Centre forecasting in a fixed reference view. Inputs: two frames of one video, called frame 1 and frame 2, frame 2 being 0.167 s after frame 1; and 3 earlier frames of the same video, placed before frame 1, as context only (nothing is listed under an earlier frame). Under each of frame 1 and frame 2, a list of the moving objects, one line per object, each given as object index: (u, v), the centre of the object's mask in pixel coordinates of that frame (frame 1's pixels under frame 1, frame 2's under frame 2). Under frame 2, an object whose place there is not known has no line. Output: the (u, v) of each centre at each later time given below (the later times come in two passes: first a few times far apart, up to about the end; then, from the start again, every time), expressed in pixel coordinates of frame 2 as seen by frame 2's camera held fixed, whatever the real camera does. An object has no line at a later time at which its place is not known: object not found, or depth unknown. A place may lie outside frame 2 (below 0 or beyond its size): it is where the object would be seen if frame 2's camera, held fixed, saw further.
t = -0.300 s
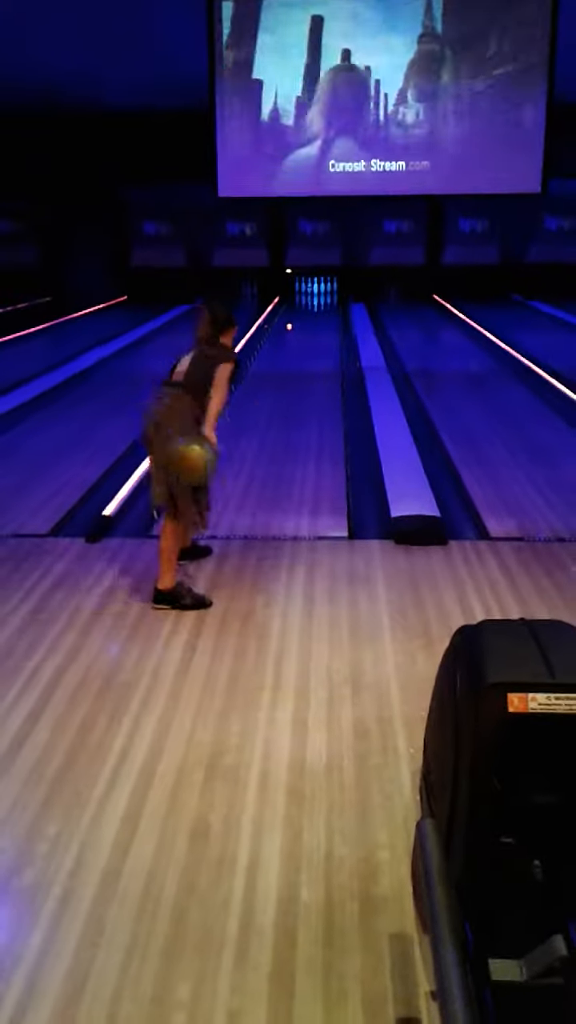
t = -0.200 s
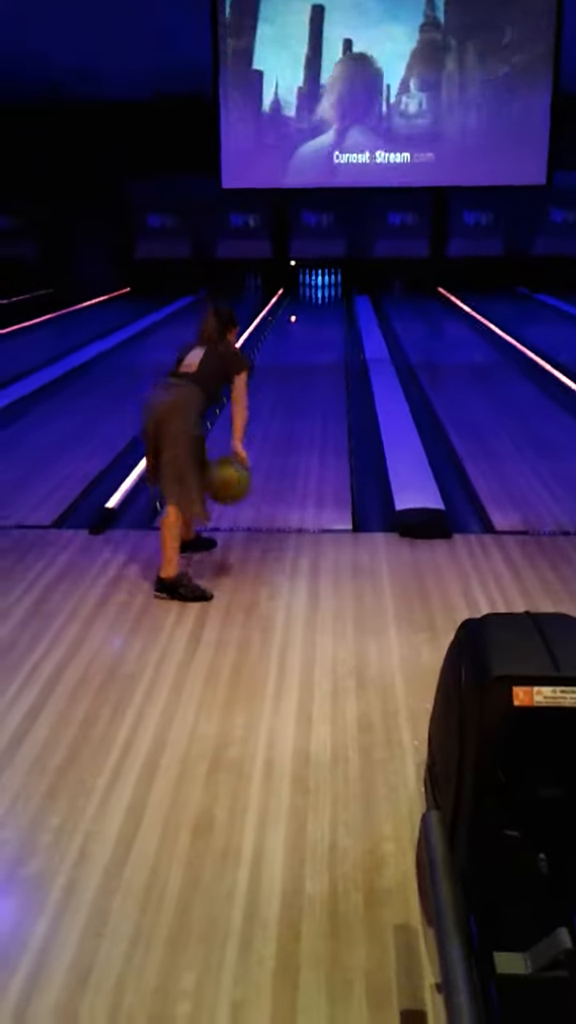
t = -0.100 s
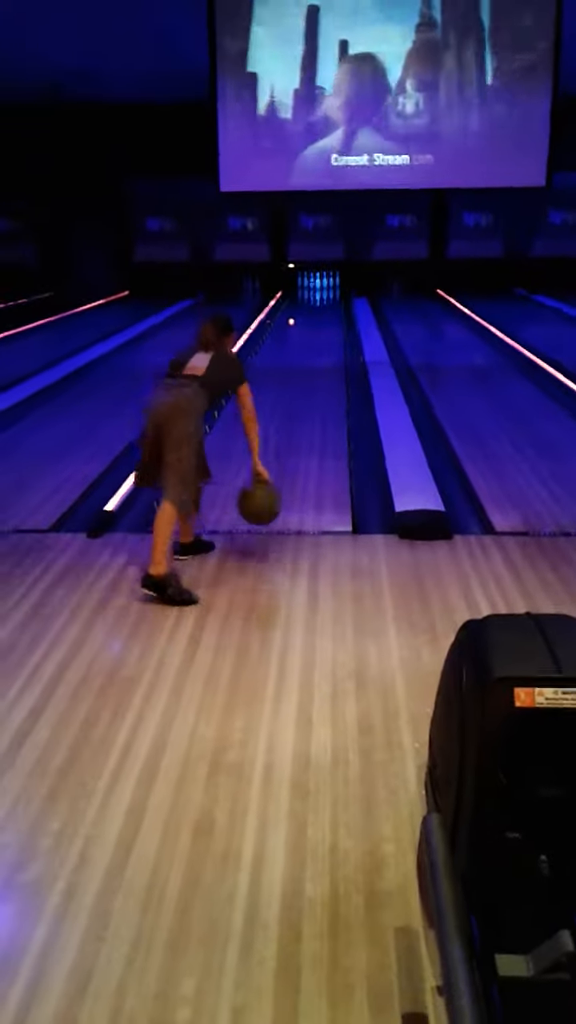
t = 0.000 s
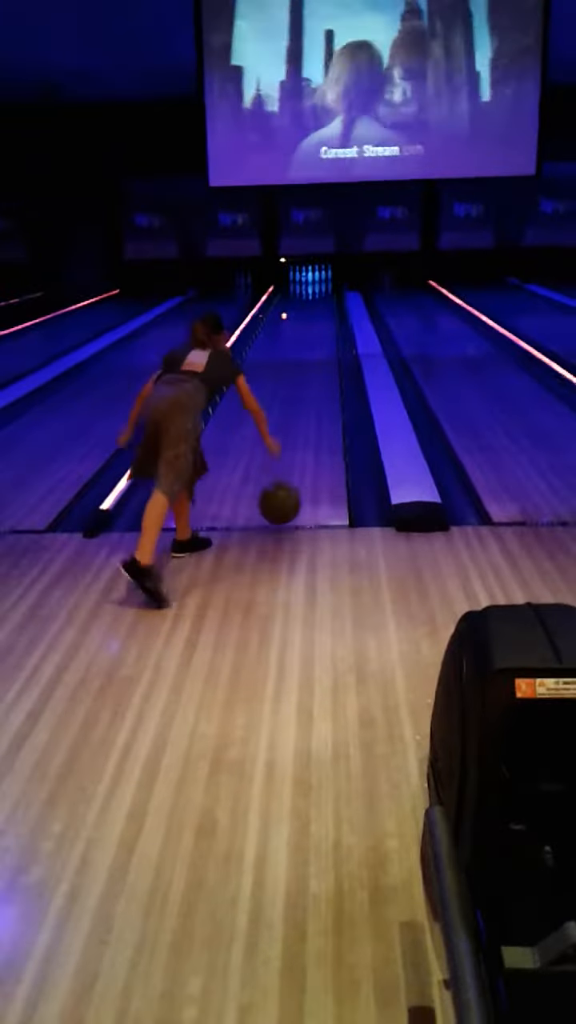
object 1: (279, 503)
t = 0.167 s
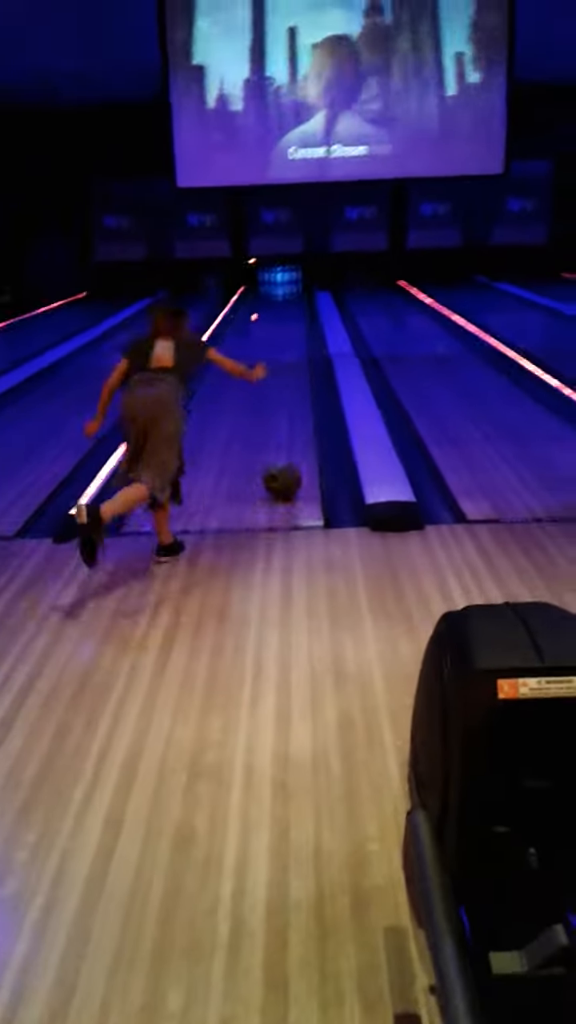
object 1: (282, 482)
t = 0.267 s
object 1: (295, 468)
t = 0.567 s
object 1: (301, 429)
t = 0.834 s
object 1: (278, 406)
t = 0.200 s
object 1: (287, 478)
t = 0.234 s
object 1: (292, 473)
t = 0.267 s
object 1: (295, 468)
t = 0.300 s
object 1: (300, 462)
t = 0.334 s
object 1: (303, 458)
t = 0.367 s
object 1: (305, 454)
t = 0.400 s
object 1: (307, 446)
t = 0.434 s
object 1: (308, 444)
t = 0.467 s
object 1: (307, 440)
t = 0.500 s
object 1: (306, 437)
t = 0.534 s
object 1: (304, 435)
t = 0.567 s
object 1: (301, 429)
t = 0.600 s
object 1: (296, 426)
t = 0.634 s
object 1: (294, 423)
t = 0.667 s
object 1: (291, 419)
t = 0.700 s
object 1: (288, 416)
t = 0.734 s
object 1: (285, 414)
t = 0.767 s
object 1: (283, 411)
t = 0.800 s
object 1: (281, 409)
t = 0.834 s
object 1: (278, 406)
